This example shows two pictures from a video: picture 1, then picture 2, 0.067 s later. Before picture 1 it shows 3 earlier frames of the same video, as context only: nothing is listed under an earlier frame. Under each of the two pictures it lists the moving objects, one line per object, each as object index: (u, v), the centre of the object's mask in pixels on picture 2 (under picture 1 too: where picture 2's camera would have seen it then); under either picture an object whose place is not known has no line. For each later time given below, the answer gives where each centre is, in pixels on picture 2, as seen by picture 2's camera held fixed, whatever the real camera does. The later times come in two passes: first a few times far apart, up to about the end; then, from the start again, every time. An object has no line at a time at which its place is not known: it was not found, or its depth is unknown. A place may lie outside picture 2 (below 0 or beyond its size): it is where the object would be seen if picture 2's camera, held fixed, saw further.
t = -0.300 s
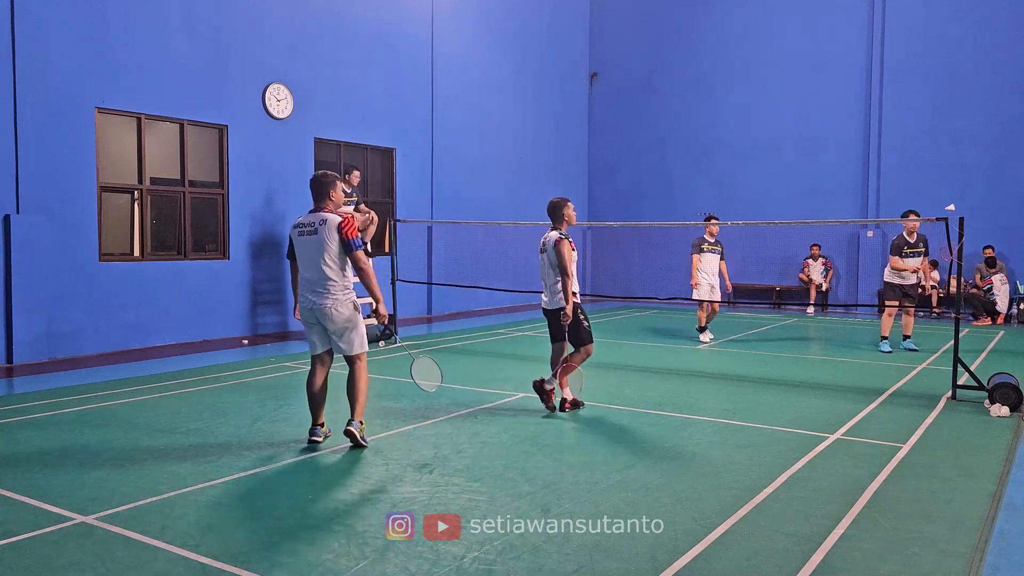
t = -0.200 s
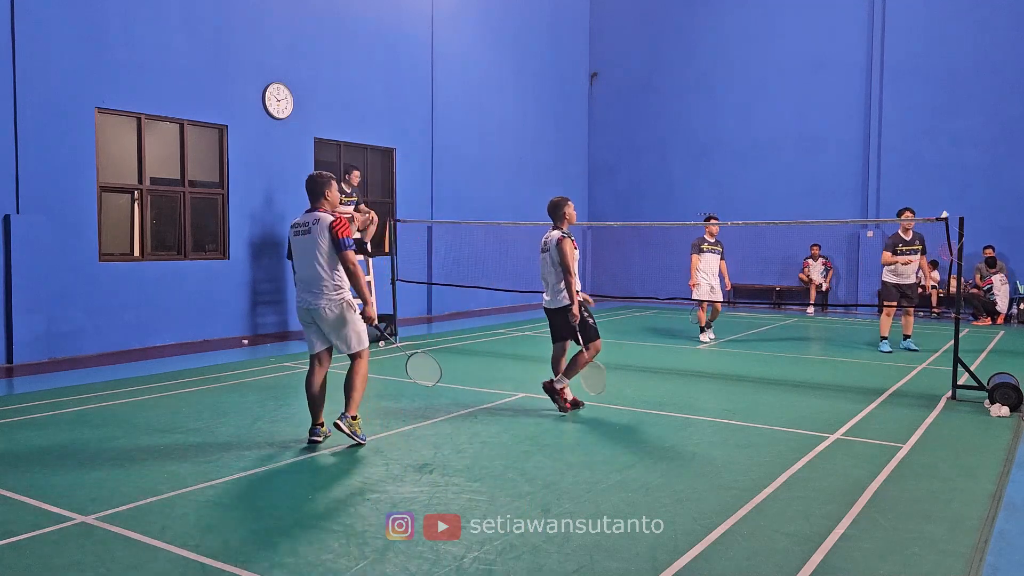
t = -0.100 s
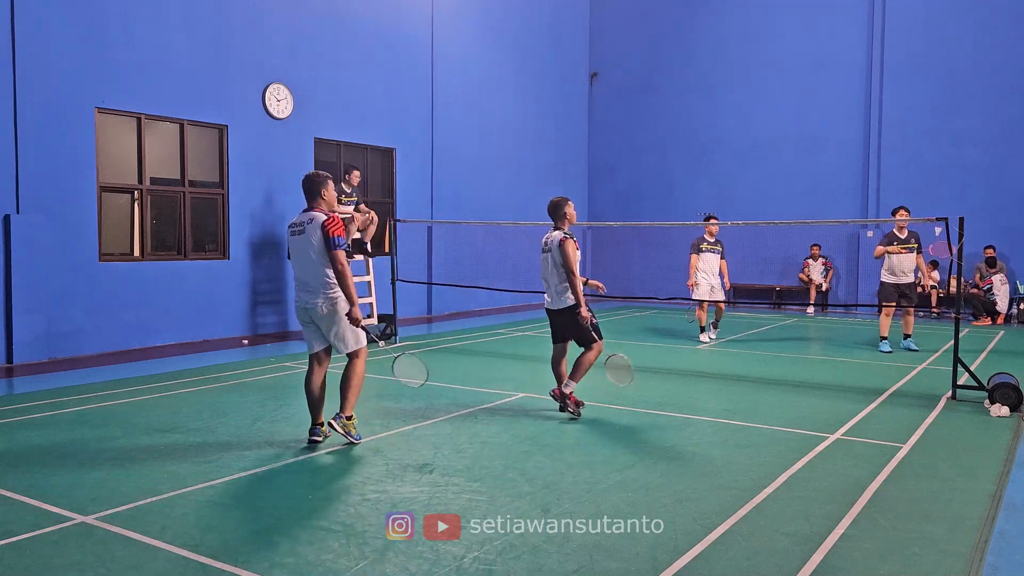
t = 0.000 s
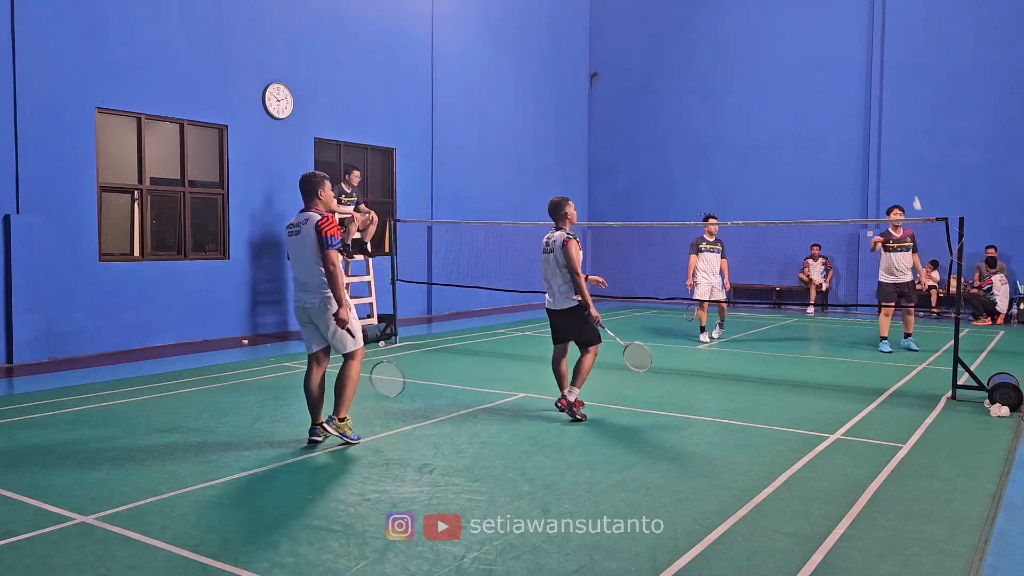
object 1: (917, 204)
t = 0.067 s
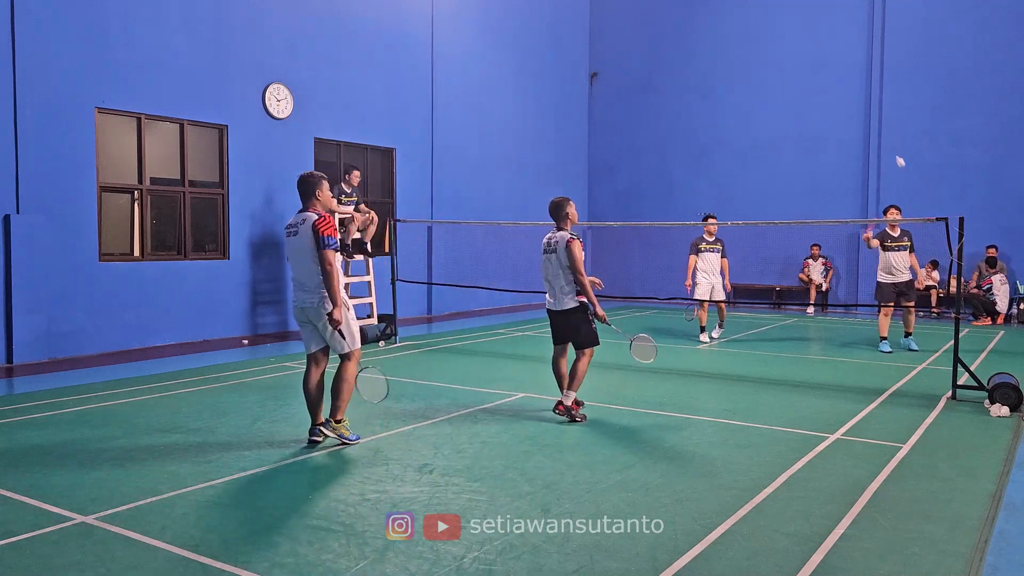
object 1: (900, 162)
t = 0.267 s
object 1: (847, 72)
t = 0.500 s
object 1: (786, 24)
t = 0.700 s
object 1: (731, 32)
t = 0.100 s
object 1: (890, 144)
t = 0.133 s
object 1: (881, 127)
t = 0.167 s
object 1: (872, 112)
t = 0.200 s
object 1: (864, 97)
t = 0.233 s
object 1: (855, 84)
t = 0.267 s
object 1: (847, 72)
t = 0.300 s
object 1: (838, 62)
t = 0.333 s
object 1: (829, 52)
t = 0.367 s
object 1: (821, 44)
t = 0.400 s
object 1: (812, 37)
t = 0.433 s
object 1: (803, 31)
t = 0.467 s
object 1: (795, 27)
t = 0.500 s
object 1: (786, 24)
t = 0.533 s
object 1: (777, 22)
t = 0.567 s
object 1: (768, 21)
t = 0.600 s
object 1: (759, 22)
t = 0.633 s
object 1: (750, 24)
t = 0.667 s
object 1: (741, 27)
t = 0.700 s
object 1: (731, 32)
